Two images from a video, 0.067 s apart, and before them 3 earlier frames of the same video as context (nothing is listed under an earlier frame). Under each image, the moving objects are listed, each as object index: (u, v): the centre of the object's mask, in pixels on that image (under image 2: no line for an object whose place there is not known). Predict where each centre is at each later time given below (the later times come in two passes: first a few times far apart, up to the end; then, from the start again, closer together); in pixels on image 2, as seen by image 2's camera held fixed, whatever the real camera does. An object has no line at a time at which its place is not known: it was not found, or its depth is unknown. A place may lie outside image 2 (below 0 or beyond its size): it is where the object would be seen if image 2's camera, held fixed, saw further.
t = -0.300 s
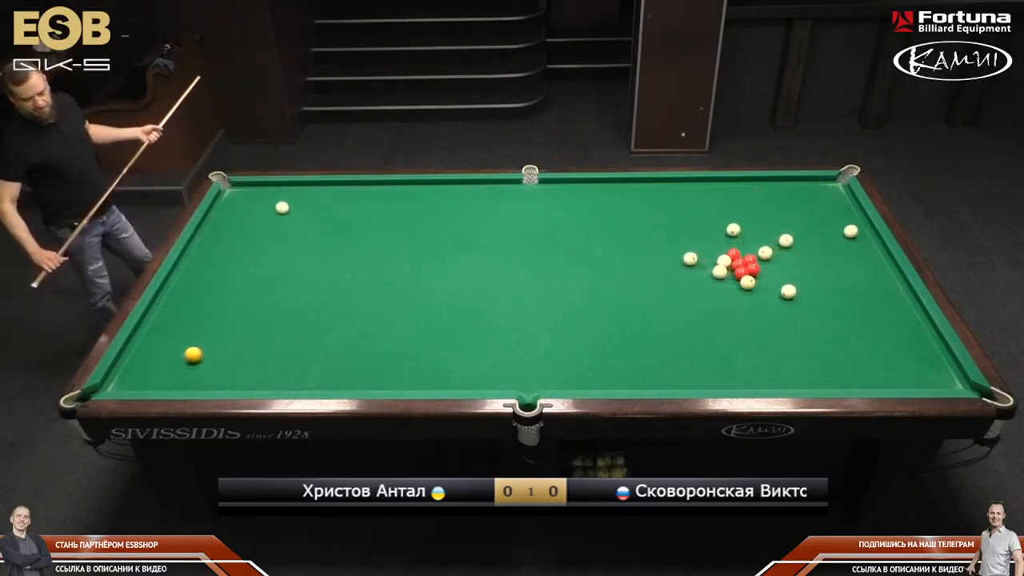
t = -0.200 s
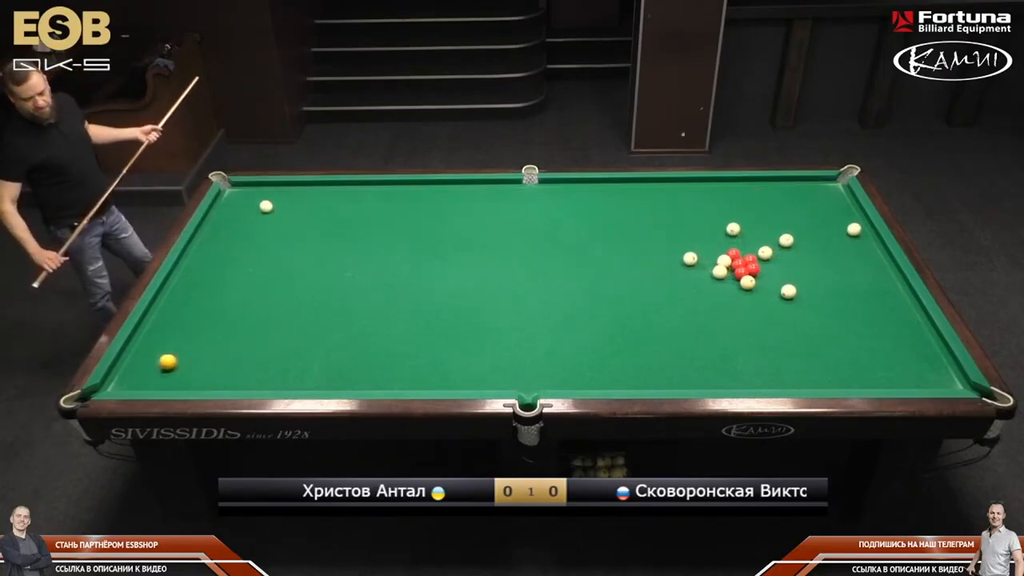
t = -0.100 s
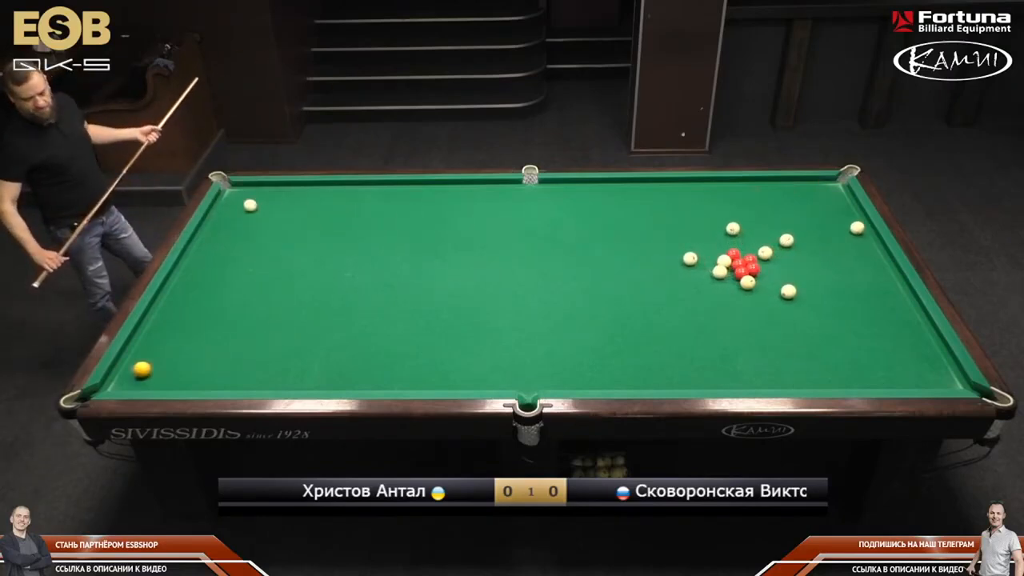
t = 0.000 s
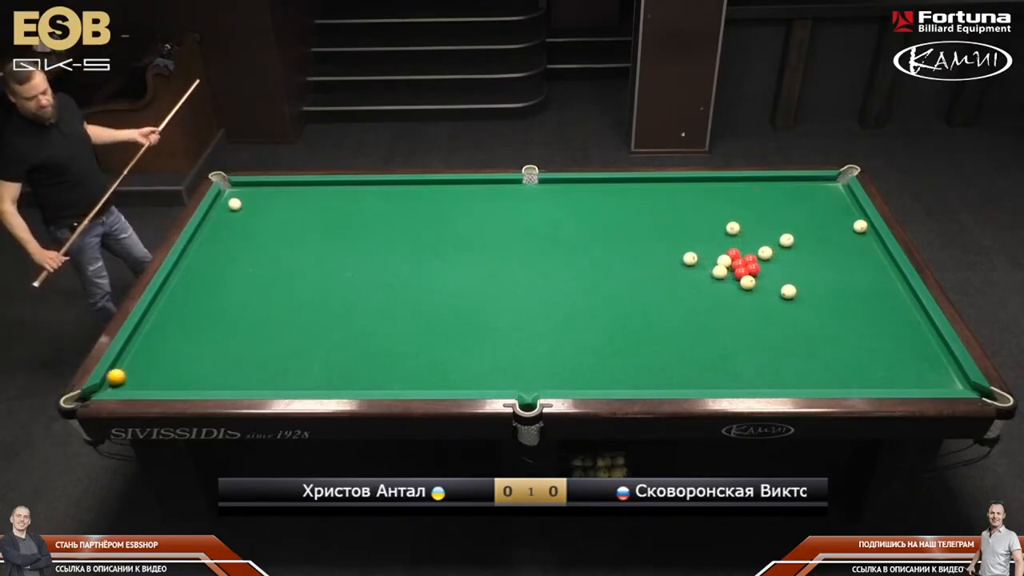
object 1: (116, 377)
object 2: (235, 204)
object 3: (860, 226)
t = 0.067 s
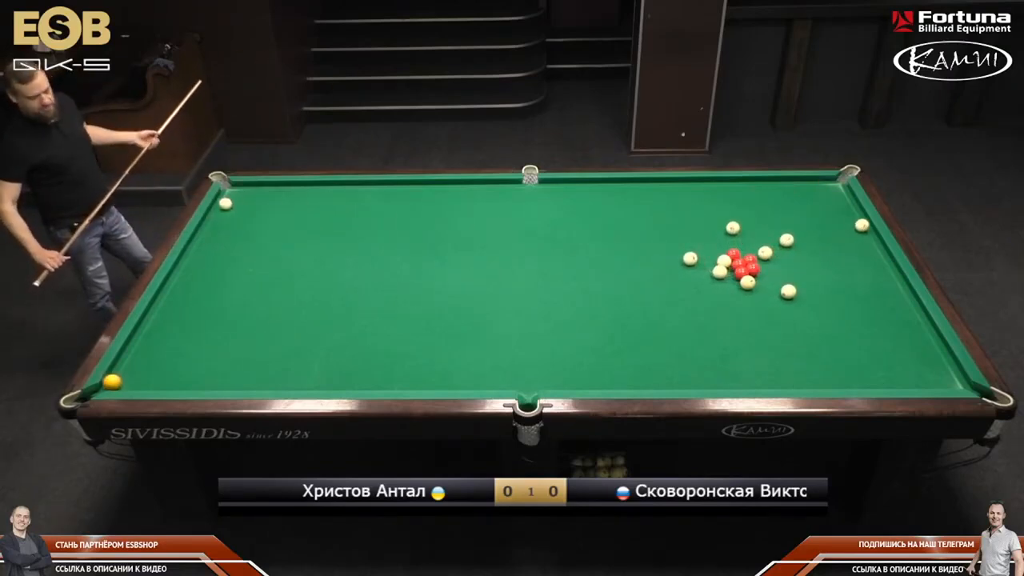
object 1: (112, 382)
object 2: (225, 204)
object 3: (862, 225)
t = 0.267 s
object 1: (139, 379)
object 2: (231, 202)
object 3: (865, 222)
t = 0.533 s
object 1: (177, 366)
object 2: (255, 200)
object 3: (859, 220)
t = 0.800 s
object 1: (214, 353)
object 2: (280, 198)
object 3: (854, 218)
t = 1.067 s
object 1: (246, 341)
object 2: (302, 196)
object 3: (850, 217)
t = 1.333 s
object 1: (276, 330)
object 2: (323, 194)
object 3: (847, 216)
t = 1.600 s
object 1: (306, 319)
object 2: (344, 192)
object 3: (844, 215)
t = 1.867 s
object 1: (331, 310)
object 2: (363, 191)
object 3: (843, 215)
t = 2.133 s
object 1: (355, 302)
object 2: (381, 190)
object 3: (842, 215)
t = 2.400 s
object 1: (379, 293)
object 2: (398, 188)
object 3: (843, 215)
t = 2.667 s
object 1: (399, 286)
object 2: (414, 187)
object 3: (843, 214)
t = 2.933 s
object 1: (418, 279)
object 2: (428, 186)
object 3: (843, 215)
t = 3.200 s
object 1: (437, 273)
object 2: (443, 185)
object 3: (843, 215)
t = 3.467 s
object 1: (452, 267)
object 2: (455, 184)
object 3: (843, 215)
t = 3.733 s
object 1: (468, 262)
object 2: (466, 183)
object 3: (843, 215)
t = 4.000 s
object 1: (482, 257)
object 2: (477, 182)
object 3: (843, 215)
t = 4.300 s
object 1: (496, 251)
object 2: (487, 183)
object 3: (843, 215)
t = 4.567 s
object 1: (508, 247)
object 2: (495, 183)
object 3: (843, 215)
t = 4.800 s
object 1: (517, 244)
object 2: (501, 183)
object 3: (843, 215)
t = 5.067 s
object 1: (527, 241)
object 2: (506, 183)
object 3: (843, 215)
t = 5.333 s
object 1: (535, 238)
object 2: (511, 183)
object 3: (843, 215)
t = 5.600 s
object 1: (543, 235)
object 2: (515, 183)
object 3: (843, 215)
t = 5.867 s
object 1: (549, 232)
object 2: (518, 182)
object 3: (843, 215)
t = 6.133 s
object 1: (555, 231)
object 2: (519, 182)
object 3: (843, 215)
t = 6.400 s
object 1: (559, 229)
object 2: (520, 182)
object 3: (843, 215)
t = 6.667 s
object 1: (563, 228)
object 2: (520, 182)
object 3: (843, 215)
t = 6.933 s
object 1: (566, 227)
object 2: (520, 182)
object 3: (843, 215)
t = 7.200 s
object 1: (567, 226)
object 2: (520, 182)
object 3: (843, 215)
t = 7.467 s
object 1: (568, 226)
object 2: (520, 182)
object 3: (843, 215)
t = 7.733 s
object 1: (569, 226)
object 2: (520, 182)
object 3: (843, 215)
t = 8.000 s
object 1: (569, 226)
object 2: (520, 182)
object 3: (843, 215)
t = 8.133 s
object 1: (569, 226)
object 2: (520, 182)
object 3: (843, 215)
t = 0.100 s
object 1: (115, 384)
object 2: (219, 203)
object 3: (863, 225)
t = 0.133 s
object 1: (117, 385)
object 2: (216, 203)
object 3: (863, 224)
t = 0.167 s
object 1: (124, 383)
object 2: (220, 203)
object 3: (865, 224)
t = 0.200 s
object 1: (130, 382)
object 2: (225, 202)
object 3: (865, 223)
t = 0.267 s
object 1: (139, 379)
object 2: (231, 202)
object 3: (865, 222)
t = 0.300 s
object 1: (145, 377)
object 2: (235, 201)
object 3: (864, 222)
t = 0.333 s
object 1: (148, 376)
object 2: (237, 201)
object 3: (863, 222)
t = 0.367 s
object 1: (154, 374)
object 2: (240, 201)
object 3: (863, 222)
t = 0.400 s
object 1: (160, 372)
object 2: (244, 201)
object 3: (862, 221)
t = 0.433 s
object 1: (163, 371)
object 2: (246, 200)
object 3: (861, 221)
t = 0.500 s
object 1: (174, 367)
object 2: (253, 200)
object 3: (859, 220)
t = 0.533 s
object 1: (177, 366)
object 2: (255, 200)
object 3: (859, 220)
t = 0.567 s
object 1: (182, 364)
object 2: (259, 199)
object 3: (858, 220)
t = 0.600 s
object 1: (187, 362)
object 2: (262, 199)
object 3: (857, 220)
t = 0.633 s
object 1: (190, 361)
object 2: (264, 199)
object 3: (857, 220)
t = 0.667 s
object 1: (196, 359)
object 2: (268, 199)
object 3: (856, 219)
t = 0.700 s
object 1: (201, 357)
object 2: (271, 198)
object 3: (856, 219)
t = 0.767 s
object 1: (209, 355)
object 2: (277, 198)
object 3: (855, 219)
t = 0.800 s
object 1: (214, 353)
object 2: (280, 198)
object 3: (854, 218)
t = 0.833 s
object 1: (217, 352)
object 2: (282, 198)
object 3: (854, 218)
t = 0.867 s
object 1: (222, 350)
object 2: (285, 197)
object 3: (853, 218)
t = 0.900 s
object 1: (227, 348)
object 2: (289, 197)
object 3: (852, 218)
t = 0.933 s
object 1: (229, 347)
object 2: (290, 197)
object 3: (852, 218)
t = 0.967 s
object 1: (234, 345)
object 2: (294, 197)
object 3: (851, 217)
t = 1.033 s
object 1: (242, 342)
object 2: (299, 196)
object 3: (850, 217)
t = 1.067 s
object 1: (246, 341)
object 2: (302, 196)
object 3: (850, 217)
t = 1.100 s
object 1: (251, 339)
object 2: (305, 196)
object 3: (849, 217)
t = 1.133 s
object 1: (253, 338)
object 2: (307, 196)
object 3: (849, 217)
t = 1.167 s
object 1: (258, 337)
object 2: (310, 195)
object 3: (848, 217)
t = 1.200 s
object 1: (263, 335)
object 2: (314, 195)
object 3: (848, 216)
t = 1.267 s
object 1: (269, 333)
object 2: (318, 195)
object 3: (847, 216)
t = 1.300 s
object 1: (274, 331)
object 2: (321, 194)
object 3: (847, 216)
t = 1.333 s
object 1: (276, 330)
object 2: (323, 194)
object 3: (847, 216)
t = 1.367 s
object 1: (281, 328)
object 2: (326, 194)
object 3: (846, 216)
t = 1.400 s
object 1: (285, 327)
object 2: (329, 194)
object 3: (846, 215)
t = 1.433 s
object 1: (287, 326)
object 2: (331, 194)
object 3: (846, 215)
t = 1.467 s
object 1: (291, 325)
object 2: (334, 193)
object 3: (845, 215)
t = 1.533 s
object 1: (298, 322)
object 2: (339, 193)
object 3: (845, 215)
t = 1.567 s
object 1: (302, 321)
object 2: (341, 193)
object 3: (845, 215)
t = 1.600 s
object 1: (306, 319)
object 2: (344, 192)
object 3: (844, 215)
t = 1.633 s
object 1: (308, 319)
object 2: (346, 192)
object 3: (844, 215)
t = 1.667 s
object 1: (312, 317)
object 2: (349, 192)
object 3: (844, 215)
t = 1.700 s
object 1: (316, 316)
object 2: (352, 192)
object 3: (844, 215)
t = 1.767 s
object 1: (322, 314)
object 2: (356, 191)
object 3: (844, 215)
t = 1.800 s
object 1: (326, 312)
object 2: (359, 191)
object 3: (843, 215)
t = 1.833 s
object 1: (328, 312)
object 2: (360, 191)
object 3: (843, 215)
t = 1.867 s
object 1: (331, 310)
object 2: (363, 191)
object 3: (843, 215)
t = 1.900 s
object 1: (335, 309)
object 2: (366, 191)
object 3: (843, 214)
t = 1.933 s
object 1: (337, 308)
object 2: (367, 191)
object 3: (843, 215)
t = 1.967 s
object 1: (341, 307)
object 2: (370, 190)
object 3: (843, 214)
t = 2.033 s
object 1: (346, 305)
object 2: (374, 190)
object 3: (843, 214)
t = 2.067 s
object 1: (350, 304)
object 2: (377, 190)
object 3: (843, 215)
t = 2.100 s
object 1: (353, 302)
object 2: (379, 190)
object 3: (842, 215)
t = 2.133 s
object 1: (355, 302)
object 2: (381, 190)
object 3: (842, 215)
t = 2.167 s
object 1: (359, 300)
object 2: (383, 189)
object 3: (843, 215)
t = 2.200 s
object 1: (362, 299)
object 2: (386, 189)
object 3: (843, 215)
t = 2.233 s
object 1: (364, 299)
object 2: (387, 189)
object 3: (843, 215)
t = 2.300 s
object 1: (370, 296)
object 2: (392, 189)
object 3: (843, 215)
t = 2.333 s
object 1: (372, 296)
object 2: (393, 188)
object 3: (843, 215)
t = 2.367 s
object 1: (375, 294)
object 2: (396, 188)
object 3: (843, 215)
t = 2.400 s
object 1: (379, 293)
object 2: (398, 188)
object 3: (843, 215)
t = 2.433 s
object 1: (380, 293)
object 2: (400, 188)
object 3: (843, 215)
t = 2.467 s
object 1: (384, 292)
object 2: (402, 188)
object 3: (843, 215)
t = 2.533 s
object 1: (388, 290)
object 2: (406, 187)
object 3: (843, 214)
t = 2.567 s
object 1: (391, 289)
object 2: (408, 187)
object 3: (843, 215)
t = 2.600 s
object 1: (394, 288)
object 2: (410, 187)
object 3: (843, 215)
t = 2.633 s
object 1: (396, 287)
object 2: (411, 187)
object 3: (843, 215)
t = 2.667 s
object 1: (399, 286)
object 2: (414, 187)
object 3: (843, 214)
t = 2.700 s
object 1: (402, 285)
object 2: (416, 187)
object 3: (843, 215)
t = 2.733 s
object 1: (403, 285)
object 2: (417, 187)
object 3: (843, 215)
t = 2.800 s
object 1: (409, 282)
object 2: (421, 186)
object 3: (843, 215)
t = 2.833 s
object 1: (411, 282)
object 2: (423, 186)
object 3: (843, 215)
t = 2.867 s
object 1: (414, 281)
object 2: (425, 186)
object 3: (843, 215)
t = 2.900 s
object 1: (417, 280)
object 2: (427, 186)
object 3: (843, 215)
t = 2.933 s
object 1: (418, 279)
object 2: (428, 186)
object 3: (843, 215)
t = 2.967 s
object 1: (420, 278)
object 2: (430, 186)
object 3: (843, 215)
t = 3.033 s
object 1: (425, 277)
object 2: (434, 186)
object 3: (843, 215)
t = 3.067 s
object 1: (427, 276)
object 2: (436, 186)
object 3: (843, 215)
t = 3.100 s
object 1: (430, 275)
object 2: (438, 185)
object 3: (843, 215)
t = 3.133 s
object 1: (431, 275)
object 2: (439, 185)
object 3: (843, 215)
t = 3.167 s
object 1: (434, 274)
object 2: (441, 185)
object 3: (843, 215)
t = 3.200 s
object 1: (437, 273)
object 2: (443, 185)
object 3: (843, 215)
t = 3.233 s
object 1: (438, 272)
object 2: (444, 185)
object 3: (843, 215)
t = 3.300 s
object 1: (443, 270)
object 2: (448, 185)
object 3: (843, 215)
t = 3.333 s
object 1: (444, 270)
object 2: (448, 184)
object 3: (843, 215)
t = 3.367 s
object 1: (446, 269)
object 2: (450, 184)
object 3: (843, 215)
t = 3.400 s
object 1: (449, 268)
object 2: (452, 184)
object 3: (843, 215)
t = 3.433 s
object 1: (450, 268)
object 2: (453, 184)
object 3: (843, 215)
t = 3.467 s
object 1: (452, 267)
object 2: (455, 184)
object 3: (843, 215)
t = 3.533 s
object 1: (456, 266)
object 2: (458, 184)
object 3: (843, 215)
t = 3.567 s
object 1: (458, 265)
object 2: (460, 183)
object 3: (843, 215)
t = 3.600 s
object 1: (461, 264)
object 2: (461, 183)
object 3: (843, 215)
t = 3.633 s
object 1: (462, 264)
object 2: (462, 183)
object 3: (843, 215)
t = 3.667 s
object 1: (464, 263)
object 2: (464, 183)
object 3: (843, 215)
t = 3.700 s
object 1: (467, 262)
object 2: (466, 183)
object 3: (843, 215)
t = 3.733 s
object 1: (468, 262)
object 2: (466, 183)
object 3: (843, 215)
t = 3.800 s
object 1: (472, 260)
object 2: (470, 183)
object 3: (843, 215)
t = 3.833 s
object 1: (473, 260)
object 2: (470, 183)
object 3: (843, 215)
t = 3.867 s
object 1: (475, 259)
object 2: (472, 183)
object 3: (843, 215)
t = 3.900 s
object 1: (477, 258)
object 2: (474, 183)
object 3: (843, 215)
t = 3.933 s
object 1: (478, 258)
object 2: (474, 183)
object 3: (843, 215)
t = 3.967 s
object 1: (480, 257)
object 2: (476, 182)
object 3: (843, 215)
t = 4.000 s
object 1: (482, 257)
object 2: (477, 182)
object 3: (843, 215)
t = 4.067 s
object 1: (485, 255)
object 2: (479, 182)
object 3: (843, 215)
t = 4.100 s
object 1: (487, 255)
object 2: (481, 182)
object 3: (843, 215)
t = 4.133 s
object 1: (488, 254)
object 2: (481, 182)
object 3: (843, 215)
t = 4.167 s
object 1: (490, 254)
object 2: (483, 183)
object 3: (843, 215)
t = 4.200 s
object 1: (492, 253)
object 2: (484, 182)
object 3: (843, 215)
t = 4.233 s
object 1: (493, 253)
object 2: (485, 183)
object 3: (843, 215)
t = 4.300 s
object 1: (496, 251)
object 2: (487, 183)
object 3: (843, 215)
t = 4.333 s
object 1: (498, 251)
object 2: (488, 183)
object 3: (843, 215)
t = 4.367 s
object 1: (499, 251)
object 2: (489, 183)
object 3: (843, 215)
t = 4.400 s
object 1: (501, 250)
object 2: (490, 183)
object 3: (843, 215)
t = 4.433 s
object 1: (502, 250)
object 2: (491, 183)
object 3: (843, 215)
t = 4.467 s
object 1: (504, 249)
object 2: (492, 183)
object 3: (843, 215)
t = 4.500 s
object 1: (505, 249)
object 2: (493, 183)
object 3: (843, 215)
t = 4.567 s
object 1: (508, 247)
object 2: (495, 183)
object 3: (843, 215)
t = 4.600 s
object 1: (510, 247)
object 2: (496, 183)
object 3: (843, 215)
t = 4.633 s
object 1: (510, 247)
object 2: (496, 183)
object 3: (843, 215)
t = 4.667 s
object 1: (512, 246)
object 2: (497, 183)
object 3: (843, 215)
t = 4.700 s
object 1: (514, 246)
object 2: (498, 183)
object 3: (843, 215)
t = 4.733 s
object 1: (514, 245)
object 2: (499, 183)
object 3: (843, 215)
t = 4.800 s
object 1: (517, 244)
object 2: (501, 183)
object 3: (843, 215)
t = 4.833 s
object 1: (518, 244)
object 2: (501, 183)
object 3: (843, 215)
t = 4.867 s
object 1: (520, 243)
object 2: (502, 183)
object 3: (843, 215)
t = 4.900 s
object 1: (521, 243)
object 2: (503, 183)
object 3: (843, 215)
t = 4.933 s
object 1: (522, 243)
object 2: (503, 183)
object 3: (843, 215)
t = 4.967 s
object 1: (524, 242)
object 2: (504, 183)
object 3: (843, 215)
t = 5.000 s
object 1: (525, 241)
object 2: (505, 183)
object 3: (843, 215)
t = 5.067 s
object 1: (527, 241)
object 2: (506, 183)
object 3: (843, 215)
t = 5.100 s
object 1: (528, 240)
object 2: (507, 183)
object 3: (843, 215)
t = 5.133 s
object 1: (529, 240)
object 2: (508, 183)
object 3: (843, 215)
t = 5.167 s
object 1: (530, 240)
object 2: (509, 183)
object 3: (843, 215)
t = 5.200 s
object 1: (532, 239)
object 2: (509, 183)
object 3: (843, 215)
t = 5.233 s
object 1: (532, 239)
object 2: (510, 183)
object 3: (843, 215)
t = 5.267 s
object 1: (533, 238)
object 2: (510, 183)
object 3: (843, 215)
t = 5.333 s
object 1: (535, 238)
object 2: (511, 183)
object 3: (843, 215)
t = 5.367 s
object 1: (536, 237)
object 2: (512, 183)
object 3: (843, 215)
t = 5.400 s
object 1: (538, 237)
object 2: (512, 183)
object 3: (843, 215)
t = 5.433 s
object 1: (538, 237)
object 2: (513, 183)
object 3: (843, 215)
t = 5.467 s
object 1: (539, 236)
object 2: (514, 182)
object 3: (843, 215)
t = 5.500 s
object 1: (540, 236)
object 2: (514, 182)
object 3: (843, 215)
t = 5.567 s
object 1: (542, 235)
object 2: (515, 182)
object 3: (843, 215)
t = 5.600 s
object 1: (543, 235)
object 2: (515, 183)
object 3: (843, 215)
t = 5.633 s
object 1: (544, 235)
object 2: (515, 182)
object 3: (843, 215)
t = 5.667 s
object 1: (545, 234)
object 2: (516, 182)
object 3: (843, 215)
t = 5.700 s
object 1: (546, 234)
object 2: (516, 182)
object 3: (843, 215)
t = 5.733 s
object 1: (546, 234)
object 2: (517, 182)
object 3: (843, 215)
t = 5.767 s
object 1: (547, 233)
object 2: (517, 182)
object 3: (843, 215)
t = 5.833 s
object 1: (549, 233)
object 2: (518, 182)
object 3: (843, 215)
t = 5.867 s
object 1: (549, 232)
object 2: (518, 182)
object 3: (843, 215)
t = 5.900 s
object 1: (550, 232)
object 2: (518, 182)
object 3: (843, 215)
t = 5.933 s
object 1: (551, 232)
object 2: (519, 182)
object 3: (843, 215)
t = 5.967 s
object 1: (552, 232)
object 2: (519, 182)
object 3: (843, 215)
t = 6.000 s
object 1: (552, 231)
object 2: (519, 182)
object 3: (843, 215)
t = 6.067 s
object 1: (553, 231)
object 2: (519, 182)
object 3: (843, 215)
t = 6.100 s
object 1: (554, 231)
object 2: (519, 182)
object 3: (843, 215)
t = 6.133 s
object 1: (555, 231)
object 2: (519, 182)
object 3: (843, 215)
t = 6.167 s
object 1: (555, 230)
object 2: (520, 182)
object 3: (843, 215)
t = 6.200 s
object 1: (556, 230)
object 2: (520, 182)
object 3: (843, 215)
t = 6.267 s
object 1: (557, 230)
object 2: (520, 182)
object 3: (843, 215)
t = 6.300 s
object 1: (558, 229)
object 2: (520, 182)
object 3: (843, 215)
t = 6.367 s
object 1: (559, 229)
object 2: (520, 182)
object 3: (843, 215)
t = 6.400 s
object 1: (559, 229)
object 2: (520, 182)
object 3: (843, 215)
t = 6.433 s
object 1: (560, 229)
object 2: (520, 182)
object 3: (843, 215)
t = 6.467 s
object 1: (560, 228)
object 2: (520, 182)
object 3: (843, 215)
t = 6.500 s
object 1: (561, 228)
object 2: (520, 182)
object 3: (843, 215)
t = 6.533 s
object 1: (561, 228)
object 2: (520, 182)
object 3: (843, 215)
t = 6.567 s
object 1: (562, 228)
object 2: (520, 182)
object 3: (843, 215)
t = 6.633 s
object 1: (562, 228)
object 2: (520, 182)
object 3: (843, 215)
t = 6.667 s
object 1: (563, 228)
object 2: (520, 182)
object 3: (843, 215)
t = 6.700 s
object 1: (563, 227)
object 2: (520, 182)
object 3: (843, 215)
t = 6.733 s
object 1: (563, 227)
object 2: (520, 182)
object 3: (843, 215)
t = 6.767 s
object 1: (564, 227)
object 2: (520, 182)
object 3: (843, 215)
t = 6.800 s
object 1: (564, 227)
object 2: (520, 182)
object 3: (843, 215)
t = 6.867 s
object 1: (565, 227)
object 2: (520, 182)
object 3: (843, 215)
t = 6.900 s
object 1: (565, 227)
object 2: (520, 182)
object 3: (843, 215)
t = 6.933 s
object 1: (566, 227)
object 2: (520, 182)
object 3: (843, 215)
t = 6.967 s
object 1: (566, 226)
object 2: (520, 182)
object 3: (843, 215)
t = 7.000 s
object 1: (566, 226)
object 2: (520, 182)
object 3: (843, 215)
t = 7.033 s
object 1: (567, 226)
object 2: (520, 182)
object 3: (843, 215)
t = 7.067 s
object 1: (567, 226)
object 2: (520, 182)
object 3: (843, 215)
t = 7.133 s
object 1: (567, 226)
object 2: (520, 182)
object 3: (843, 215)
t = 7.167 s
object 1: (567, 226)
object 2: (520, 182)
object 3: (843, 215)
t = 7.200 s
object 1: (567, 226)
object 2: (520, 182)
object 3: (843, 215)
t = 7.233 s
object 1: (568, 226)
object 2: (520, 182)
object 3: (843, 215)
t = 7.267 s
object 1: (568, 226)
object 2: (520, 182)
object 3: (843, 215)
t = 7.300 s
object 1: (568, 226)
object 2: (520, 182)
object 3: (843, 215)
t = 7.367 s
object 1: (568, 226)
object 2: (520, 182)
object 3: (843, 215)
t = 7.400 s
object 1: (568, 226)
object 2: (520, 182)
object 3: (843, 215)
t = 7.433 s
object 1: (568, 226)
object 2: (520, 182)
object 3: (843, 215)
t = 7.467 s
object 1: (568, 226)
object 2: (520, 182)
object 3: (843, 215)
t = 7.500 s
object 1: (568, 225)
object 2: (520, 182)
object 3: (843, 215)
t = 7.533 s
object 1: (568, 226)
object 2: (520, 182)
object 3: (843, 215)
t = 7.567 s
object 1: (569, 226)
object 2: (520, 182)
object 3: (843, 215)
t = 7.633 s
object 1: (569, 226)
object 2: (520, 182)
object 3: (843, 215)
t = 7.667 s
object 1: (569, 226)
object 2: (520, 182)
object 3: (843, 215)
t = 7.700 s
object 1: (569, 226)
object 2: (520, 182)
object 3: (842, 215)
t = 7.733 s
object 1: (569, 226)
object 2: (520, 182)
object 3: (843, 215)
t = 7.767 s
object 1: (569, 226)
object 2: (520, 182)
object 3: (843, 215)
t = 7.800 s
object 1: (569, 226)
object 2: (520, 182)
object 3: (843, 215)
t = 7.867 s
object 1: (569, 226)
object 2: (520, 182)
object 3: (843, 215)
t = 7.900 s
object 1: (569, 226)
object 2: (520, 182)
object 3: (843, 215)
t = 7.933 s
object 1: (569, 226)
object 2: (520, 182)
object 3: (843, 215)
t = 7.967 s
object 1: (569, 226)
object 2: (520, 182)
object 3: (843, 215)
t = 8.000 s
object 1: (569, 226)
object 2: (520, 182)
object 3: (843, 215)
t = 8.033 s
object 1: (569, 226)
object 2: (520, 182)
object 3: (843, 215)
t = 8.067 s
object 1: (569, 226)
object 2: (520, 182)
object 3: (843, 215)
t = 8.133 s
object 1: (569, 226)
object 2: (520, 182)
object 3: (843, 215)
